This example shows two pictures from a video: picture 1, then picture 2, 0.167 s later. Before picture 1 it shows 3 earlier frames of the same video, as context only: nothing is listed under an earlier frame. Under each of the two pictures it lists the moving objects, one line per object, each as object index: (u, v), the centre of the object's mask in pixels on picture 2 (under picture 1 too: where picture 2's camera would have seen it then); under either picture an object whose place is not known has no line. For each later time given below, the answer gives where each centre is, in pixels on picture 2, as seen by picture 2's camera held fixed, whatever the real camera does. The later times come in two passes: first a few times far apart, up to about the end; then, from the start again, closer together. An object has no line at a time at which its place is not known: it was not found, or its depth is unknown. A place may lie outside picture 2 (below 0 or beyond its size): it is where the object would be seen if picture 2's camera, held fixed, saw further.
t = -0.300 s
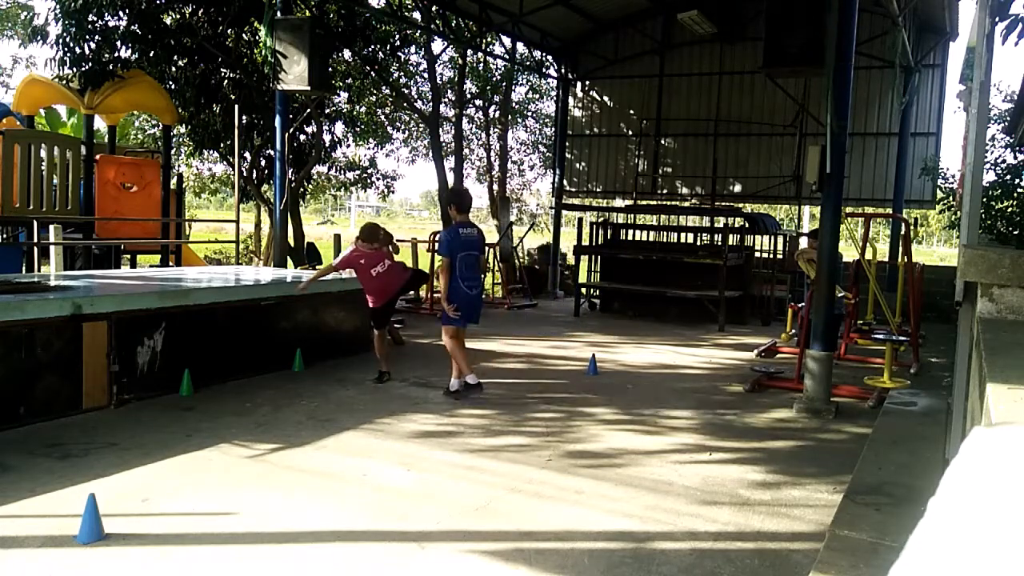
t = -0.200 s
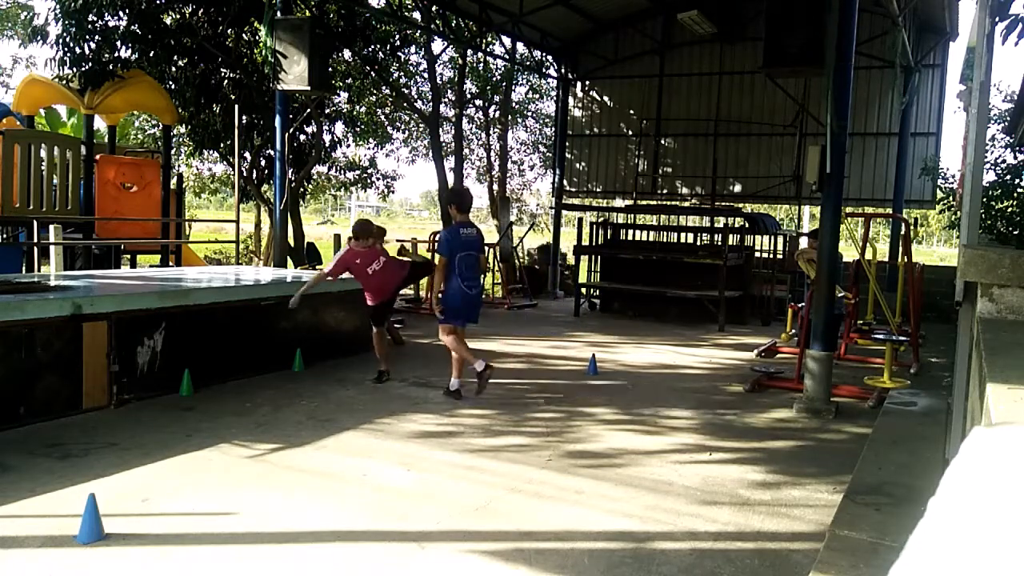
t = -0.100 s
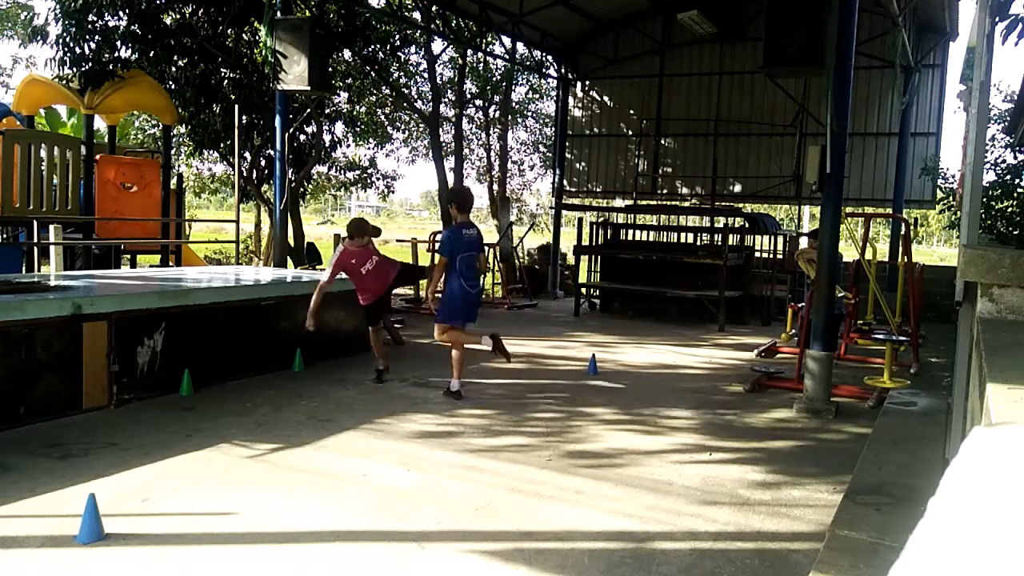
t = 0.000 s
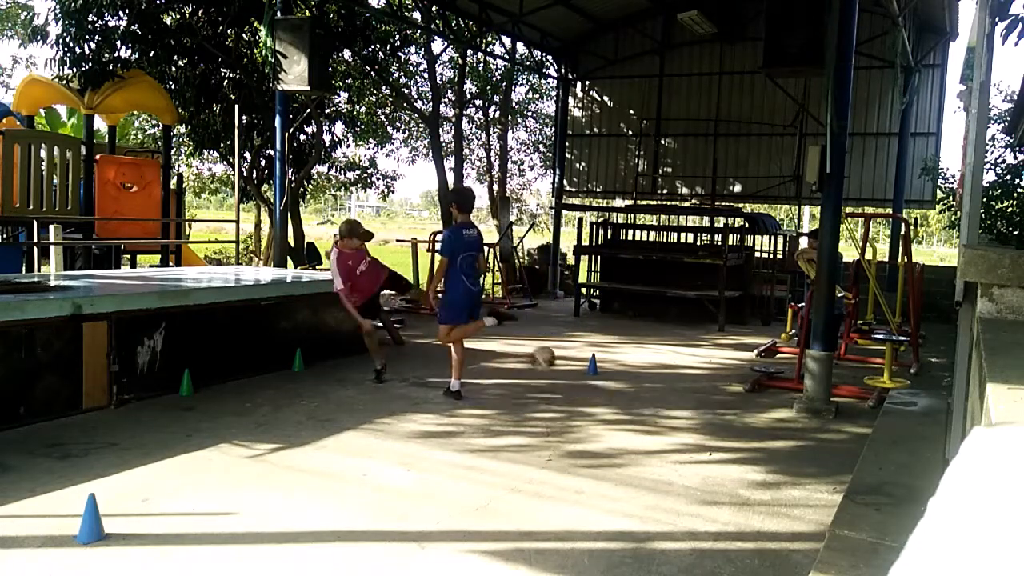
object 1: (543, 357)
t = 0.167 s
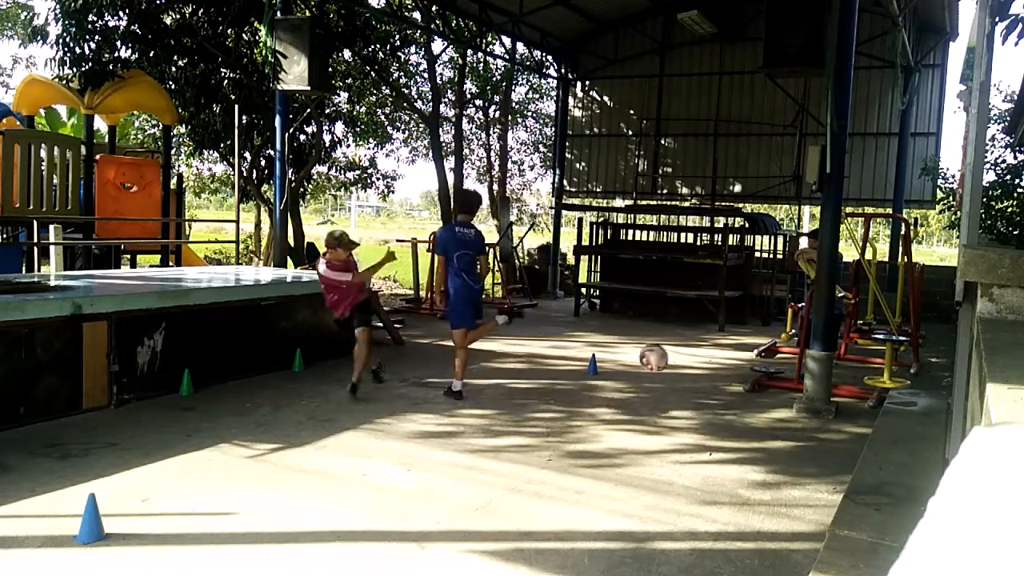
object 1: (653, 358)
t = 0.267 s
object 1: (720, 329)
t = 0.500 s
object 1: (917, 310)
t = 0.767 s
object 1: (836, 428)
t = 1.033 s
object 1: (742, 429)
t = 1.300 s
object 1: (670, 412)
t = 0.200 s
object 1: (674, 348)
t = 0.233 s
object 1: (697, 337)
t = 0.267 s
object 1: (720, 329)
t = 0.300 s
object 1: (744, 321)
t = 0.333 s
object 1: (769, 316)
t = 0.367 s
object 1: (796, 310)
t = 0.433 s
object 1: (853, 308)
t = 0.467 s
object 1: (884, 308)
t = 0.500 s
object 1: (917, 310)
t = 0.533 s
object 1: (944, 320)
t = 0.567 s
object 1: (932, 333)
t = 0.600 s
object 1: (915, 345)
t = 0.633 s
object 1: (901, 361)
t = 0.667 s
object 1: (885, 379)
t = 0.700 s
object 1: (868, 396)
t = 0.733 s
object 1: (853, 415)
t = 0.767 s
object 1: (836, 428)
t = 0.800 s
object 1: (819, 444)
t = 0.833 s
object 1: (803, 460)
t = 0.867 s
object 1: (789, 479)
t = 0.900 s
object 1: (778, 480)
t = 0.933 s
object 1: (767, 465)
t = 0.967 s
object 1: (759, 450)
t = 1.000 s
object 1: (750, 439)
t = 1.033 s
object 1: (742, 429)
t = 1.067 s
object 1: (734, 421)
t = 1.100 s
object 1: (724, 414)
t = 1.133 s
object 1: (715, 410)
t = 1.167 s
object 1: (706, 407)
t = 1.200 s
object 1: (697, 406)
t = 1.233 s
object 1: (688, 407)
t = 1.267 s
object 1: (679, 408)
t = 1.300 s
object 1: (670, 412)
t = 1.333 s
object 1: (661, 418)
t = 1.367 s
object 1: (651, 426)
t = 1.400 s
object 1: (642, 434)
